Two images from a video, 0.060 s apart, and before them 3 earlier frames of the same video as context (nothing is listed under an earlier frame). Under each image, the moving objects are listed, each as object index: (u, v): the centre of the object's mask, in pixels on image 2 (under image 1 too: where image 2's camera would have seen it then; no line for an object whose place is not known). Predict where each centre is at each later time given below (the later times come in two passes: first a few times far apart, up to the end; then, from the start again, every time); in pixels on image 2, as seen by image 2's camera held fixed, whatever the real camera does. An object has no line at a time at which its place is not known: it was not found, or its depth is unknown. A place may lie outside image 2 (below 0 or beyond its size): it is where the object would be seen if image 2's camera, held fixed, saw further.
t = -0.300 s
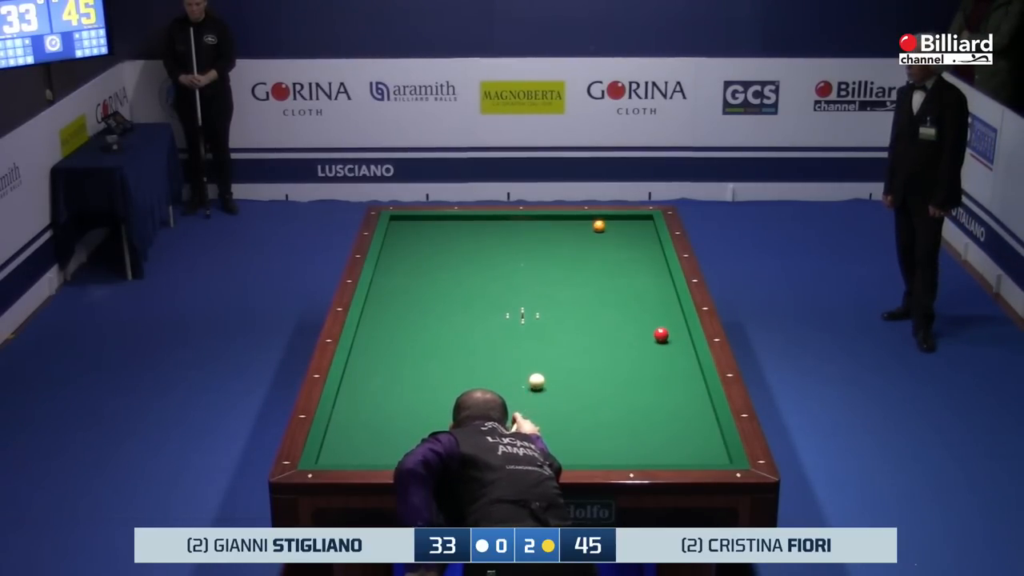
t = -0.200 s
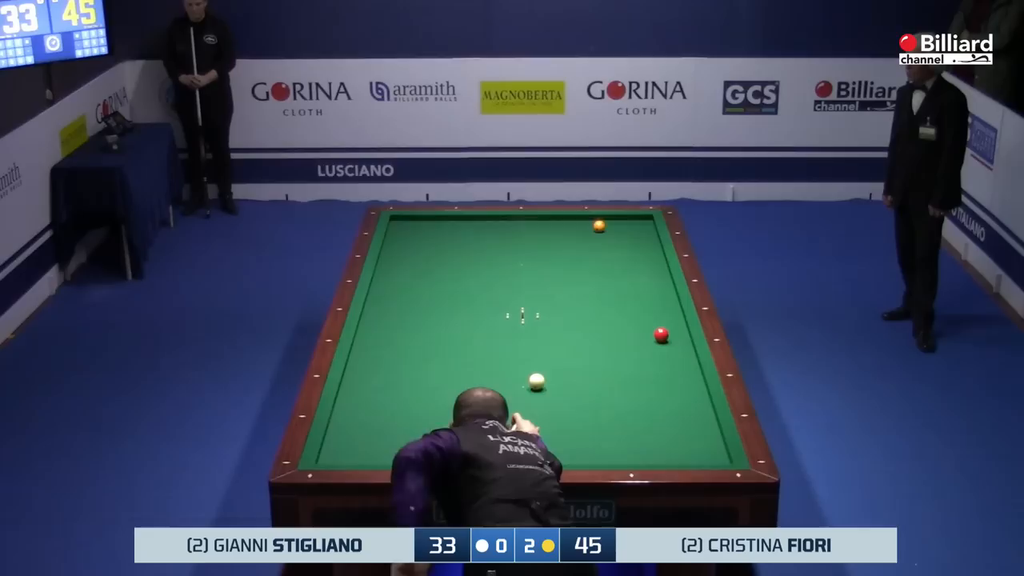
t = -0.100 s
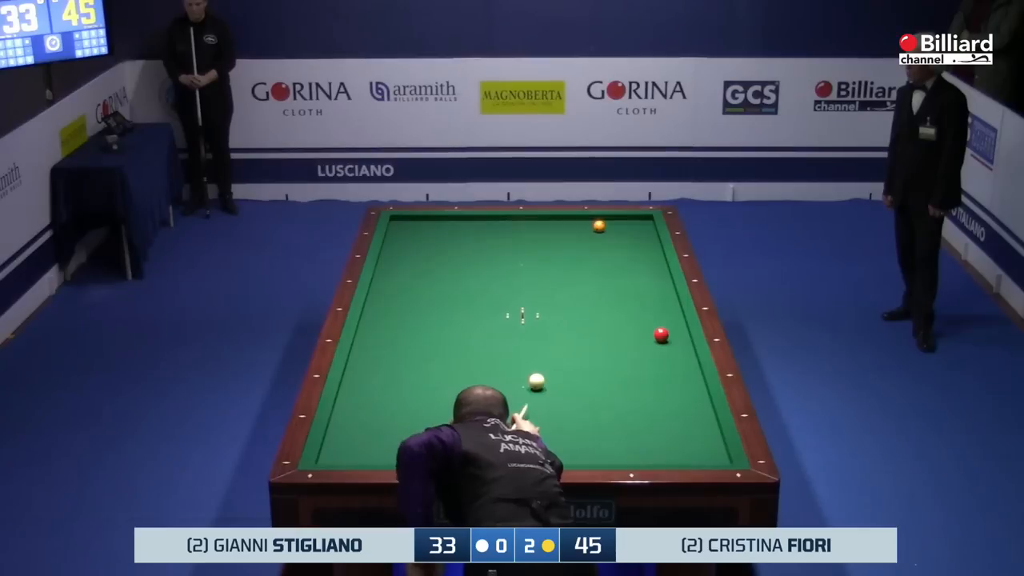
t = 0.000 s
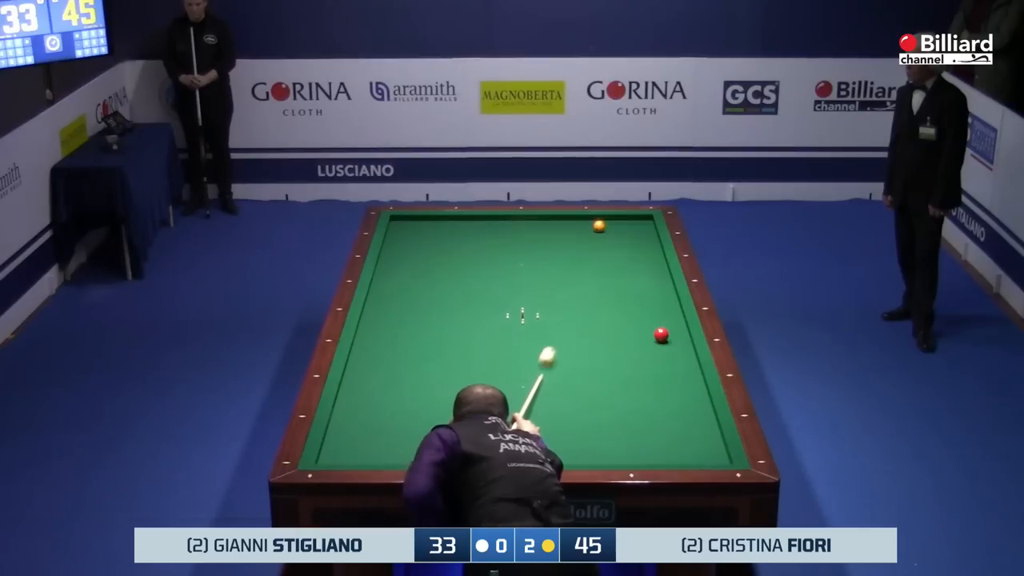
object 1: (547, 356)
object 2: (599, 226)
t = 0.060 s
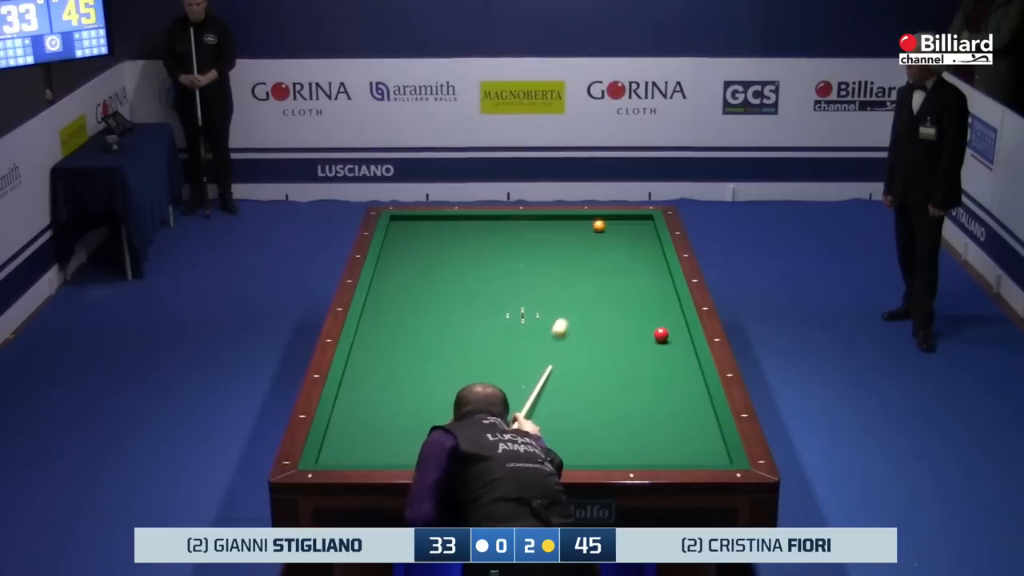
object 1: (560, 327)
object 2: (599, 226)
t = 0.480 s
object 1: (645, 224)
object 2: (588, 232)
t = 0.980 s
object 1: (560, 225)
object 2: (584, 326)
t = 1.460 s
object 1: (481, 227)
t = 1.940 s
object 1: (405, 228)
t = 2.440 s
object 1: (431, 229)
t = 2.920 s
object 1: (473, 229)
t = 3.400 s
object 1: (513, 229)
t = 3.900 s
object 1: (553, 229)
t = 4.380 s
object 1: (589, 230)
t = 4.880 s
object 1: (624, 230)
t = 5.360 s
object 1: (649, 230)
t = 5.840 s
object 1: (630, 230)
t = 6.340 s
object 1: (612, 231)
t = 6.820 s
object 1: (598, 231)
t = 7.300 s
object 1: (585, 231)
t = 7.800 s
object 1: (574, 231)
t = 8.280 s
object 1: (565, 231)
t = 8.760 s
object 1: (557, 231)
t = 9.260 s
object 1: (552, 231)
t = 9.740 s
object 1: (548, 231)
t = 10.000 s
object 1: (546, 231)
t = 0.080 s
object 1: (563, 318)
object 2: (599, 226)
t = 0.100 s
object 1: (567, 310)
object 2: (599, 226)
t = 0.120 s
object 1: (571, 302)
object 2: (599, 226)
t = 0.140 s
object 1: (574, 294)
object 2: (599, 226)
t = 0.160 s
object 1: (578, 286)
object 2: (599, 226)
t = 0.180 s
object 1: (580, 279)
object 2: (599, 226)
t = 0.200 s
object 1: (584, 272)
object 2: (599, 226)
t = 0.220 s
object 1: (587, 266)
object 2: (599, 226)
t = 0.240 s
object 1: (590, 259)
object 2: (599, 226)
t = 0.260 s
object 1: (592, 253)
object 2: (599, 226)
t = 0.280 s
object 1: (595, 247)
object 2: (599, 226)
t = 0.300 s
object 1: (597, 241)
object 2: (599, 226)
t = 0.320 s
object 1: (600, 235)
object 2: (598, 224)
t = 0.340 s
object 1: (603, 230)
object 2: (597, 224)
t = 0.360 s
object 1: (608, 228)
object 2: (595, 222)
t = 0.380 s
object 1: (614, 227)
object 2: (591, 218)
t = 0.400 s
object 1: (621, 227)
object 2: (589, 218)
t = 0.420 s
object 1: (627, 226)
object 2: (589, 221)
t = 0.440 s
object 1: (633, 225)
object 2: (589, 225)
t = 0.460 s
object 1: (639, 225)
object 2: (589, 228)
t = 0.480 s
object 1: (645, 224)
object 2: (588, 232)
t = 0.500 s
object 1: (649, 224)
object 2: (588, 235)
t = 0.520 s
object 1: (646, 224)
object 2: (588, 239)
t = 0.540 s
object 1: (641, 224)
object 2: (588, 243)
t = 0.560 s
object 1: (636, 224)
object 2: (588, 246)
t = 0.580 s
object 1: (632, 224)
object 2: (588, 250)
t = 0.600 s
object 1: (627, 224)
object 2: (587, 254)
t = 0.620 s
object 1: (623, 224)
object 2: (587, 258)
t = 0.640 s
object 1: (619, 224)
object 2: (587, 261)
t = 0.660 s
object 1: (615, 224)
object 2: (587, 265)
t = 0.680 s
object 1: (611, 224)
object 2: (587, 269)
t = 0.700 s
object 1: (607, 224)
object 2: (586, 273)
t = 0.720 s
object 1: (603, 224)
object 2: (586, 276)
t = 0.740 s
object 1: (600, 224)
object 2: (586, 280)
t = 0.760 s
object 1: (597, 224)
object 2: (586, 284)
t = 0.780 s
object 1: (593, 224)
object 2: (586, 288)
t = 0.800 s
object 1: (590, 224)
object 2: (585, 292)
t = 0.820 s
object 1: (587, 224)
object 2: (585, 295)
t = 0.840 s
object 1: (583, 224)
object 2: (585, 299)
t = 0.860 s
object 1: (580, 224)
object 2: (585, 303)
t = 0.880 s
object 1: (576, 225)
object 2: (585, 307)
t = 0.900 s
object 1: (573, 225)
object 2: (584, 311)
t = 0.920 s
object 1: (570, 225)
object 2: (584, 315)
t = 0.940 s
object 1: (567, 225)
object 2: (584, 318)
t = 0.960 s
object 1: (563, 225)
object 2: (584, 322)
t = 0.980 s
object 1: (560, 225)
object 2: (584, 326)
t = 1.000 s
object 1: (557, 225)
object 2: (584, 330)
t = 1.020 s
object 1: (554, 225)
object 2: (583, 334)
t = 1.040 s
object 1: (550, 225)
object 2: (583, 339)
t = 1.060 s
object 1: (547, 225)
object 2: (583, 343)
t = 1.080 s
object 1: (544, 225)
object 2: (583, 347)
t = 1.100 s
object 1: (540, 225)
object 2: (582, 352)
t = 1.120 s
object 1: (537, 225)
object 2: (582, 356)
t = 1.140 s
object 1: (534, 225)
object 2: (582, 360)
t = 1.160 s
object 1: (530, 225)
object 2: (582, 365)
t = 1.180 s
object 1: (527, 225)
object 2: (582, 370)
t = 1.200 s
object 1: (524, 226)
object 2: (582, 374)
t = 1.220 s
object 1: (520, 226)
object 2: (583, 376)
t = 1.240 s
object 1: (517, 226)
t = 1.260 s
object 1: (514, 226)
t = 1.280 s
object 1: (511, 226)
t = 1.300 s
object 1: (507, 226)
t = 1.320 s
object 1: (504, 226)
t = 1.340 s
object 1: (501, 226)
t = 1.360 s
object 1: (498, 226)
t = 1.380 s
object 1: (494, 226)
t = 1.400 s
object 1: (491, 226)
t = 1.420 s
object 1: (488, 226)
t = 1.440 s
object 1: (485, 227)
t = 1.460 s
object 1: (481, 227)
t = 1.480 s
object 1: (478, 227)
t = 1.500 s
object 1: (475, 227)
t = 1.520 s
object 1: (472, 227)
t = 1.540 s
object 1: (469, 227)
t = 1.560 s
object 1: (465, 227)
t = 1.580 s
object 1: (462, 227)
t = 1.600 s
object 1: (459, 227)
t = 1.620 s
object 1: (456, 227)
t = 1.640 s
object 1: (453, 227)
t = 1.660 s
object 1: (449, 227)
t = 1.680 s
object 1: (446, 227)
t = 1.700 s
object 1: (443, 227)
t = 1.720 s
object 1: (440, 228)
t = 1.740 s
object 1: (437, 228)
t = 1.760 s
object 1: (434, 228)
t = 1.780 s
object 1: (430, 228)
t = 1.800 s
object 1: (427, 228)
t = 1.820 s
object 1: (424, 228)
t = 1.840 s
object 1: (421, 228)
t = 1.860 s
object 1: (418, 228)
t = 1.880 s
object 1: (414, 228)
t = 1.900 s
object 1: (411, 228)
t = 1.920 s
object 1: (408, 228)
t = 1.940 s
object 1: (405, 228)
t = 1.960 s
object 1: (402, 228)
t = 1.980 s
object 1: (399, 228)
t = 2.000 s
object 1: (396, 228)
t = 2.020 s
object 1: (393, 228)
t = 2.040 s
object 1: (392, 228)
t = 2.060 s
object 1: (395, 228)
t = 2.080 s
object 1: (397, 228)
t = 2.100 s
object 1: (399, 228)
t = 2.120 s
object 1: (402, 228)
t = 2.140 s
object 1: (404, 228)
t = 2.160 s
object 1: (406, 228)
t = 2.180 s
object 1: (408, 228)
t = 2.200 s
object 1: (409, 228)
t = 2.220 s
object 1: (411, 229)
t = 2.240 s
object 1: (413, 229)
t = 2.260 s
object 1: (415, 229)
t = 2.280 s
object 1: (417, 229)
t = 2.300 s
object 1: (418, 229)
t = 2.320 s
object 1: (420, 229)
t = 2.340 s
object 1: (422, 229)
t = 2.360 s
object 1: (424, 229)
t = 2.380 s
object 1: (426, 229)
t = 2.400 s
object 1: (428, 229)
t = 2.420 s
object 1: (429, 229)
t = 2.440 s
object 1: (431, 229)
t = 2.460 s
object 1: (433, 229)
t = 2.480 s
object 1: (435, 229)
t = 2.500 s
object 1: (436, 229)
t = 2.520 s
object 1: (438, 229)
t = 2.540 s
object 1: (440, 229)
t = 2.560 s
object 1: (442, 229)
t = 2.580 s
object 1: (443, 229)
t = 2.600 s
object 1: (445, 229)
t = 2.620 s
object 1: (447, 229)
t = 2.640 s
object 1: (449, 229)
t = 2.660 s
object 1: (450, 229)
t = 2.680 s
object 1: (452, 229)
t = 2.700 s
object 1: (454, 229)
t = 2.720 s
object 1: (456, 229)
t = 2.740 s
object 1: (457, 229)
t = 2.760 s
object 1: (459, 229)
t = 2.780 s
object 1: (461, 229)
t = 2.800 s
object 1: (463, 229)
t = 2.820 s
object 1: (464, 229)
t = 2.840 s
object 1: (466, 229)
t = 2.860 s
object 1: (468, 229)
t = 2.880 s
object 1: (469, 229)
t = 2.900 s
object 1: (471, 229)
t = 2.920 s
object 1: (473, 229)
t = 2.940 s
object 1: (474, 229)
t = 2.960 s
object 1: (476, 229)
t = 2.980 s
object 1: (478, 229)
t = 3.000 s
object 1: (480, 229)
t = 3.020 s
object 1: (481, 229)
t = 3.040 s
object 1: (483, 229)
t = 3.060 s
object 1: (485, 229)
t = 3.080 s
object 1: (486, 229)
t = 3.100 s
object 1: (488, 229)
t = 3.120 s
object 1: (490, 229)
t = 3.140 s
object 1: (491, 229)
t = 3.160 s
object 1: (493, 229)
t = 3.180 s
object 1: (493, 229)
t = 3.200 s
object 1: (498, 229)
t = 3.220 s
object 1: (499, 229)
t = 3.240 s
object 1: (500, 229)
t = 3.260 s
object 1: (501, 229)
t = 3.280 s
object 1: (503, 229)
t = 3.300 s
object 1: (505, 229)
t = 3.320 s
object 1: (506, 229)
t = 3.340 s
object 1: (508, 229)
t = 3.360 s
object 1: (510, 229)
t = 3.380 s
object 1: (511, 229)
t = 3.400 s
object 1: (513, 229)
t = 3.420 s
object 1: (515, 229)
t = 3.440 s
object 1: (516, 229)
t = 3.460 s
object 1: (518, 229)
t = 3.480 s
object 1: (520, 229)
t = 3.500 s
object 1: (521, 229)
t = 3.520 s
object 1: (523, 229)
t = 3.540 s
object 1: (524, 229)
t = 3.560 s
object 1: (526, 229)
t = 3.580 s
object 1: (528, 229)
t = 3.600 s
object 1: (530, 229)
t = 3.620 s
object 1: (533, 229)
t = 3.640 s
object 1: (534, 228)
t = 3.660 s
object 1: (534, 229)
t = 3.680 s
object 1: (536, 229)
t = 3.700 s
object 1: (537, 229)
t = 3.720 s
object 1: (539, 229)
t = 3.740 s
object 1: (540, 229)
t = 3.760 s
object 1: (542, 229)
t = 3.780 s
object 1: (543, 229)
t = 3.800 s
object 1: (545, 229)
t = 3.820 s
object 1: (546, 229)
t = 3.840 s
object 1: (548, 229)
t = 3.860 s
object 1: (549, 229)
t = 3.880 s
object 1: (551, 229)
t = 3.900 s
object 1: (553, 229)
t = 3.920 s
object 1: (554, 229)
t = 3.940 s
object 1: (556, 229)
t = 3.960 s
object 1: (557, 229)
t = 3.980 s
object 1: (559, 229)
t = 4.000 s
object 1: (560, 229)
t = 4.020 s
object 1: (562, 229)
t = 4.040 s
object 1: (563, 229)
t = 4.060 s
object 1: (565, 229)
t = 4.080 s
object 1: (567, 229)
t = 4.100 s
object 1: (568, 229)
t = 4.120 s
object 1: (569, 229)
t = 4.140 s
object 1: (571, 229)
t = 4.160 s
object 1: (572, 229)
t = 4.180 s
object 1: (574, 229)
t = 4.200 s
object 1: (575, 229)
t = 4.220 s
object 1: (577, 229)
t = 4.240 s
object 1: (578, 229)
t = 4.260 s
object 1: (580, 229)
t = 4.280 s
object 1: (581, 230)
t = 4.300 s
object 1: (583, 230)
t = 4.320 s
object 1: (584, 230)
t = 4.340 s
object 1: (586, 230)
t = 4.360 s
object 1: (587, 230)
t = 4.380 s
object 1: (589, 230)
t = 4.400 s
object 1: (590, 230)
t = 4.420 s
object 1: (592, 230)
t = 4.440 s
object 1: (593, 230)
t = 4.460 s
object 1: (595, 230)
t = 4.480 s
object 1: (596, 230)
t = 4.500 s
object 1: (597, 230)
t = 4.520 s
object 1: (599, 230)
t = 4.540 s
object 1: (601, 230)
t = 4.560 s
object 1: (602, 230)
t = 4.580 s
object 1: (603, 230)
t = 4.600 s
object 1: (605, 230)
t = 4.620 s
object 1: (606, 230)
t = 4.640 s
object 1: (607, 230)
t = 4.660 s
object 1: (609, 230)
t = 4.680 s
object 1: (610, 230)
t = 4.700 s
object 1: (612, 230)
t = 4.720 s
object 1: (613, 230)
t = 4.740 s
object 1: (614, 230)
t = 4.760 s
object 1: (616, 230)
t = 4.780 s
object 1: (617, 230)
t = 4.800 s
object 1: (619, 230)
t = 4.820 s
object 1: (620, 230)
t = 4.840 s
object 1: (621, 230)
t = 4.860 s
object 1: (623, 230)
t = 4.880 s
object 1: (624, 230)
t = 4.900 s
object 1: (626, 230)
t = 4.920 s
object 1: (627, 230)
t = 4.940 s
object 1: (628, 230)
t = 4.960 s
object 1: (630, 230)
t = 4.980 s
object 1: (631, 230)
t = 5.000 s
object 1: (632, 230)
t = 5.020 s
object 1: (634, 230)
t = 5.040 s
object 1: (635, 230)
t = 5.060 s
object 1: (636, 230)
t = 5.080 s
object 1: (638, 230)
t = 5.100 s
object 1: (639, 230)
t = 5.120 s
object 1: (640, 230)
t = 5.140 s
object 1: (642, 230)
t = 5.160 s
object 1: (643, 230)
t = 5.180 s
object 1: (644, 230)
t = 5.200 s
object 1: (646, 230)
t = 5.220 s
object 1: (647, 230)
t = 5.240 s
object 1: (649, 230)
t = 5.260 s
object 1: (650, 230)
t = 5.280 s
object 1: (651, 230)
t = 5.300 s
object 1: (651, 230)
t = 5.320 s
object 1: (650, 230)
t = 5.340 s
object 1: (649, 230)
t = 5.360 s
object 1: (649, 230)
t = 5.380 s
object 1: (648, 230)
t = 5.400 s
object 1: (647, 230)
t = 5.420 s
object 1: (646, 230)
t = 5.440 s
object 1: (645, 230)
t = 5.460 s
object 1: (645, 230)
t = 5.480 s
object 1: (644, 230)
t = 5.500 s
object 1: (643, 230)
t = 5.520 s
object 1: (642, 230)
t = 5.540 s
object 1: (641, 230)
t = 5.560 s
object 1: (641, 230)
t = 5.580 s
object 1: (640, 230)
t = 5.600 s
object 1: (639, 230)
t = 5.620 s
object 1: (638, 230)
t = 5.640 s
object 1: (637, 230)
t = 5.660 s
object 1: (637, 230)
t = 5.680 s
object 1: (636, 230)
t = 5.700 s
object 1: (635, 230)
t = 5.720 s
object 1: (634, 230)
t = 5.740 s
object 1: (634, 231)
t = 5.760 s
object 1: (633, 230)
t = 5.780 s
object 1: (632, 230)
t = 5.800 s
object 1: (631, 230)
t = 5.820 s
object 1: (631, 230)
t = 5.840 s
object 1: (630, 230)
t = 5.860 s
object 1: (629, 230)
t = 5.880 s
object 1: (629, 230)
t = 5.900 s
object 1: (628, 230)
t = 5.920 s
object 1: (627, 230)
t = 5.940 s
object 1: (626, 230)
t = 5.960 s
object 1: (626, 230)
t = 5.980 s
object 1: (625, 230)
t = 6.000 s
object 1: (624, 230)
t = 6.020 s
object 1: (623, 230)
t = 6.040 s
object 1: (623, 230)
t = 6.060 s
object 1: (622, 230)
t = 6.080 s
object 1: (621, 230)
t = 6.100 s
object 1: (620, 230)
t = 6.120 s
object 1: (620, 231)
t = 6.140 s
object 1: (619, 230)
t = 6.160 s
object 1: (619, 231)
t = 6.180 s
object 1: (618, 231)
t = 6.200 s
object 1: (617, 231)
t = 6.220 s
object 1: (617, 231)
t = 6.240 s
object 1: (616, 231)
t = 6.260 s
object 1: (615, 231)
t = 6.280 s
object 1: (615, 231)
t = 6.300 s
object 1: (614, 231)
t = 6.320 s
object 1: (613, 231)
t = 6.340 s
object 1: (612, 231)
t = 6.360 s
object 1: (612, 231)
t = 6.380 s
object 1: (611, 231)
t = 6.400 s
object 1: (611, 231)
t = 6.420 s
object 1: (610, 231)
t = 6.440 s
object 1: (610, 231)
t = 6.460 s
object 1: (609, 231)
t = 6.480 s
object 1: (608, 231)
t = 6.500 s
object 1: (608, 231)
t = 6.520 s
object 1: (607, 231)
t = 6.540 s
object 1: (606, 231)
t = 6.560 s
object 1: (606, 231)
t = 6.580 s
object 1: (605, 231)
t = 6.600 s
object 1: (605, 231)
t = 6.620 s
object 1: (604, 231)
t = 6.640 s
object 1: (603, 231)
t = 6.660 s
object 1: (603, 231)
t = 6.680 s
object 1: (602, 231)
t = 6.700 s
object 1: (602, 231)
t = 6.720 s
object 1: (601, 231)
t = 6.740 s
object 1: (600, 231)
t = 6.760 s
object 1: (600, 231)
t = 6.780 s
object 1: (599, 231)
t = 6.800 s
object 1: (599, 231)
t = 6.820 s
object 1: (598, 231)
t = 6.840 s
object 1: (597, 231)
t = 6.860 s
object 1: (597, 231)
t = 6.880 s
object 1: (596, 231)
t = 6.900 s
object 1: (596, 231)
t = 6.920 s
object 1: (595, 231)
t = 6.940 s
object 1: (595, 231)
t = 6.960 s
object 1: (594, 231)
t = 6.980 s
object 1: (594, 231)
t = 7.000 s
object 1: (593, 231)
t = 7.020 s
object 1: (592, 231)
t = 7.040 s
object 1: (592, 231)
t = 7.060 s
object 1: (591, 231)
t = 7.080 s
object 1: (591, 231)
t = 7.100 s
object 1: (591, 231)
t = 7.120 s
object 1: (590, 231)
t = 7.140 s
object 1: (589, 231)
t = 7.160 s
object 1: (589, 231)
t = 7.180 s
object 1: (588, 231)
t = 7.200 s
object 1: (588, 231)
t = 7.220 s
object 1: (587, 231)
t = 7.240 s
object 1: (587, 231)
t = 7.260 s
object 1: (586, 231)
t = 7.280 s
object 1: (586, 231)
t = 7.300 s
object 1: (585, 231)
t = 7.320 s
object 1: (585, 231)
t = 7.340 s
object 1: (584, 231)
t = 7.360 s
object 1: (584, 231)
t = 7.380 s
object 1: (583, 231)
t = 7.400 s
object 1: (583, 231)
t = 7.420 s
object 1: (582, 231)
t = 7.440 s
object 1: (582, 231)
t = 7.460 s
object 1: (581, 231)
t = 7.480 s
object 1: (581, 231)
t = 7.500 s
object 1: (580, 231)
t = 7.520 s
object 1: (580, 231)
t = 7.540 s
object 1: (579, 231)
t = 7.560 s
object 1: (579, 231)
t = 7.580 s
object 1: (578, 231)
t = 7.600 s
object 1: (578, 231)
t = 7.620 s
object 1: (578, 231)
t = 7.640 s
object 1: (577, 231)
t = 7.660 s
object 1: (577, 231)
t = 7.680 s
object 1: (576, 231)
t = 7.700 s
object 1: (576, 231)
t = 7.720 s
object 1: (576, 231)
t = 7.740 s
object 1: (575, 231)
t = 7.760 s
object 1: (575, 231)
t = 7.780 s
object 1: (574, 231)
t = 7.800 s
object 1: (574, 231)
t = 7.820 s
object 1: (573, 231)
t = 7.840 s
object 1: (573, 231)
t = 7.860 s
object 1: (573, 231)
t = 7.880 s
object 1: (572, 231)
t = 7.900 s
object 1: (572, 231)
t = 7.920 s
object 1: (571, 231)
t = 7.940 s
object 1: (571, 231)
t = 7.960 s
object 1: (571, 231)
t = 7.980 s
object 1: (570, 231)
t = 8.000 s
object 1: (570, 231)
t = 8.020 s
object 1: (569, 231)
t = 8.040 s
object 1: (569, 231)
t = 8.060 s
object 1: (569, 231)
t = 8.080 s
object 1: (568, 231)
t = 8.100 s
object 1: (568, 231)
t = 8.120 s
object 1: (567, 231)
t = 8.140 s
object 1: (567, 231)
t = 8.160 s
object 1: (567, 231)
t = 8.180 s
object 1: (566, 231)
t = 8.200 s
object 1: (566, 231)
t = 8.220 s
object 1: (566, 231)
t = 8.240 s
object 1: (565, 231)
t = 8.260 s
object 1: (565, 231)
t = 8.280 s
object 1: (565, 231)
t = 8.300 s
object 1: (564, 231)
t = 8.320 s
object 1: (564, 231)
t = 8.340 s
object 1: (564, 231)
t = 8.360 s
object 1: (563, 231)
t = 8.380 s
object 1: (563, 231)
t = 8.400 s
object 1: (563, 231)
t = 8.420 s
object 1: (562, 231)
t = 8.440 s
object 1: (562, 231)
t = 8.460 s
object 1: (562, 231)
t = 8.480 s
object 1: (561, 231)
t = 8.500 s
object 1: (561, 231)
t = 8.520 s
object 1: (561, 231)
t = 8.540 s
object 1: (561, 231)
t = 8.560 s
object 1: (560, 231)
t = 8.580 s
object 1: (560, 231)
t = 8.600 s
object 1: (560, 231)
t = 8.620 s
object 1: (559, 231)
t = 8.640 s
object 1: (559, 231)
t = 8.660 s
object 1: (559, 231)
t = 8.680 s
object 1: (558, 231)
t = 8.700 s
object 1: (558, 231)
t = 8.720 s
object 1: (558, 231)
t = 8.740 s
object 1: (558, 231)
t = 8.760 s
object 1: (557, 231)
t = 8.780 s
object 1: (557, 231)
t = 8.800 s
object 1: (557, 231)
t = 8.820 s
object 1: (556, 231)
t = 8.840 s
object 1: (556, 231)
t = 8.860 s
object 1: (556, 231)
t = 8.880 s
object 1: (556, 231)
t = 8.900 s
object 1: (555, 231)
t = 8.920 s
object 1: (555, 231)
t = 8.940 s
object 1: (555, 231)
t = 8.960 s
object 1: (555, 231)
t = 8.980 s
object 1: (555, 231)
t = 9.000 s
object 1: (554, 230)
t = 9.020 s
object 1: (554, 231)
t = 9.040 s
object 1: (554, 231)
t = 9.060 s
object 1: (554, 231)
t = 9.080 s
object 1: (554, 230)
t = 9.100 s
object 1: (553, 231)
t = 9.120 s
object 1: (553, 231)
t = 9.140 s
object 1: (553, 231)
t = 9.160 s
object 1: (553, 230)
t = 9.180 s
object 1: (553, 231)
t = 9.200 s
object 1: (552, 231)
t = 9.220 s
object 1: (552, 231)
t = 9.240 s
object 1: (552, 230)
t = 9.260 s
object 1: (552, 231)
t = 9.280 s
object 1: (552, 231)
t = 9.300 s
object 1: (551, 231)
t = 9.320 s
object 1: (551, 230)
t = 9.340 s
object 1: (551, 231)
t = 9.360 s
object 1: (551, 231)
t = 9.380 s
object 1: (550, 230)
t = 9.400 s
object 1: (550, 230)
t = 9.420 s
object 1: (550, 231)
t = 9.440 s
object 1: (550, 231)
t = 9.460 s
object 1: (550, 231)
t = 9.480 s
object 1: (550, 231)
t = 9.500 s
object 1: (550, 231)
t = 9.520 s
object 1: (549, 231)
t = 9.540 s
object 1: (549, 231)
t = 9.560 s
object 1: (549, 231)
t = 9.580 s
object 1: (549, 231)
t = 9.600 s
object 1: (549, 231)
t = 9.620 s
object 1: (549, 231)
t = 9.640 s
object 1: (549, 231)
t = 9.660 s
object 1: (548, 231)
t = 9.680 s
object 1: (548, 231)
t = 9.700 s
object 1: (548, 231)
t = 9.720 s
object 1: (548, 231)
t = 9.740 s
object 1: (548, 231)
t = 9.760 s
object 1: (548, 231)
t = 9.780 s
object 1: (548, 231)
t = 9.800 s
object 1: (548, 231)
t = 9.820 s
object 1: (547, 231)
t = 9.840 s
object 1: (547, 231)
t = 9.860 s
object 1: (547, 231)
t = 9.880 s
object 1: (547, 231)
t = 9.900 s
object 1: (547, 231)
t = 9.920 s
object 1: (547, 231)
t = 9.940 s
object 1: (547, 231)
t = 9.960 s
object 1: (547, 231)
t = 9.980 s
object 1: (547, 231)
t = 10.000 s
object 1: (546, 231)
